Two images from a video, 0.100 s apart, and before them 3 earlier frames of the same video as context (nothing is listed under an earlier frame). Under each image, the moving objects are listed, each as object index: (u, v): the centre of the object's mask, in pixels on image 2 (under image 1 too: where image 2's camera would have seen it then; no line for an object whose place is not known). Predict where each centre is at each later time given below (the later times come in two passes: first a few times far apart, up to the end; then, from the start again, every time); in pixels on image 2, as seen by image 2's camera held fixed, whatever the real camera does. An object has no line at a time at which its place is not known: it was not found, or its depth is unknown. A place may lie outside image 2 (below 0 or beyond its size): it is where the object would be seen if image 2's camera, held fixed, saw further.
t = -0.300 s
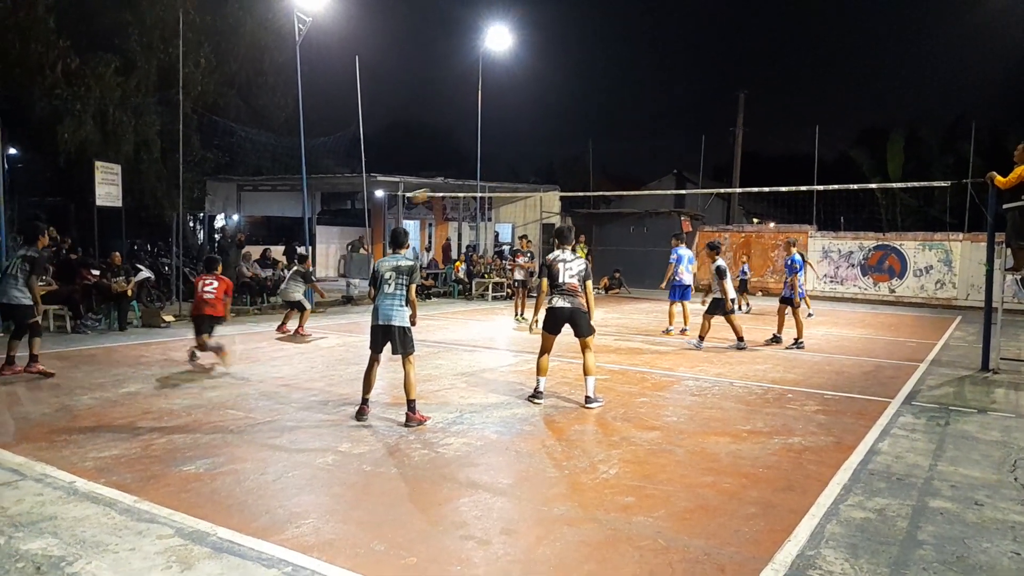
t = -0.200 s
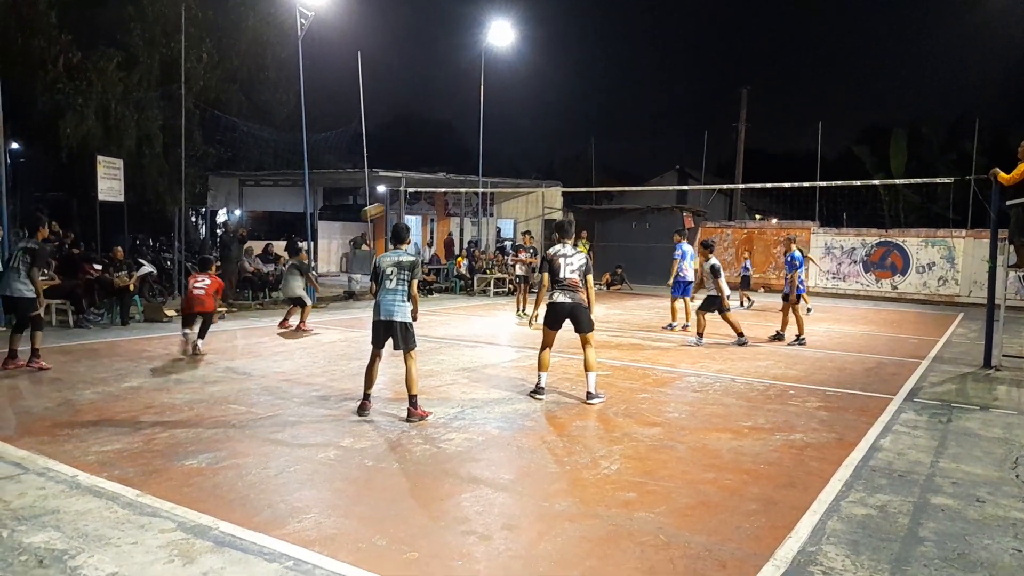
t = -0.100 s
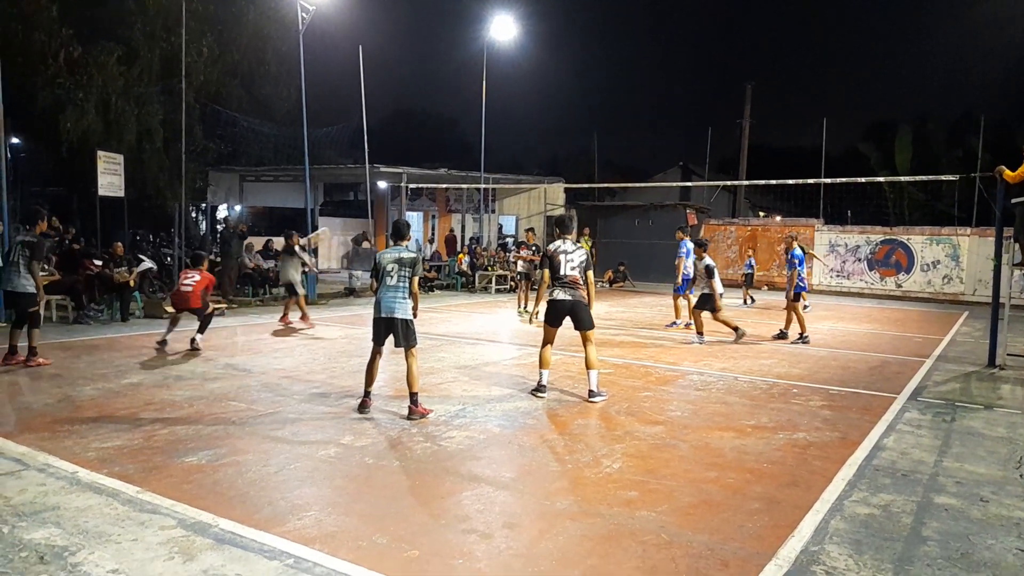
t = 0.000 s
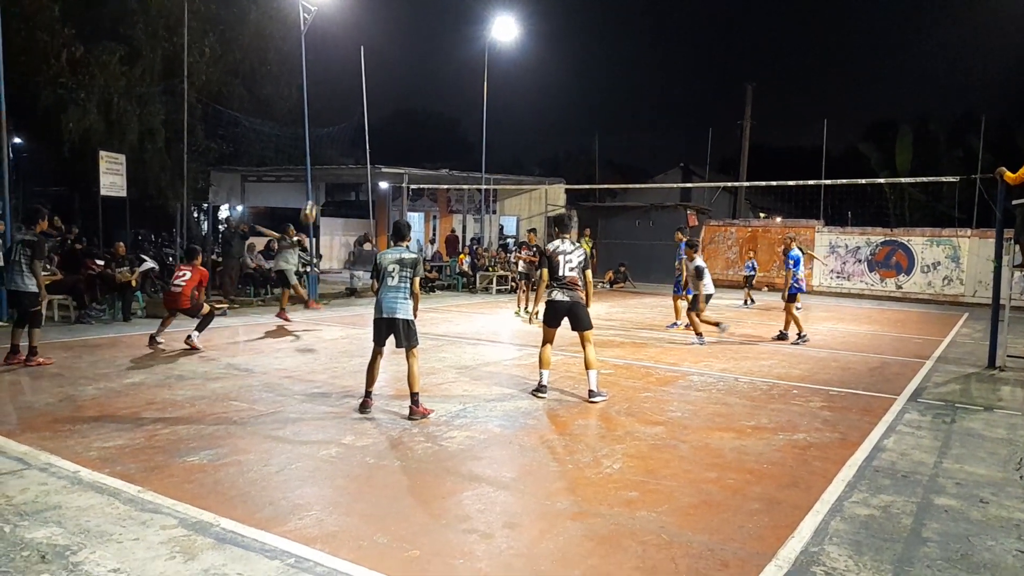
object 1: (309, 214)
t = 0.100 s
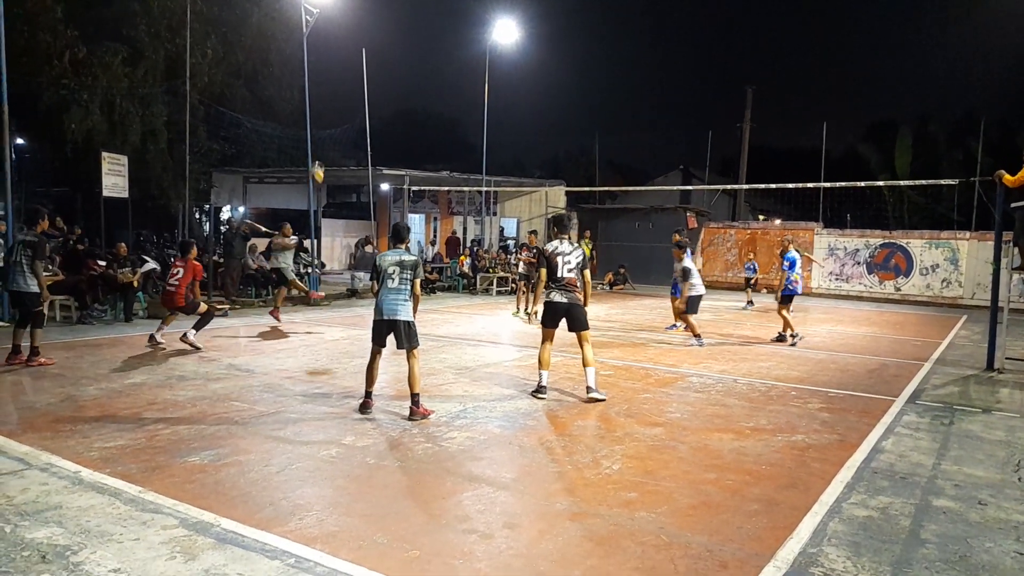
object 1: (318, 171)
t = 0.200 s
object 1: (323, 136)
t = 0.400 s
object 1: (338, 77)
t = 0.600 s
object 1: (352, 47)
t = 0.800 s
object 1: (368, 48)
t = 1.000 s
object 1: (383, 83)
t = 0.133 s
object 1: (319, 160)
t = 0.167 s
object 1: (321, 148)
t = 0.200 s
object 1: (323, 136)
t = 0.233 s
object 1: (325, 125)
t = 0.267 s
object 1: (328, 115)
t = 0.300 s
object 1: (330, 104)
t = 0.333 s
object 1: (332, 96)
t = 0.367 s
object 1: (335, 85)
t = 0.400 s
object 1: (338, 77)
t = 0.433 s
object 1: (339, 70)
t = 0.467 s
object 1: (341, 65)
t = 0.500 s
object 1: (344, 60)
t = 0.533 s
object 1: (347, 54)
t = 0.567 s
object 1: (350, 51)
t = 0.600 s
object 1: (352, 47)
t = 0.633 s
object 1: (354, 45)
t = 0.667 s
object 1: (357, 44)
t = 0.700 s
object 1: (359, 44)
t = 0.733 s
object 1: (363, 44)
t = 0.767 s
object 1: (365, 45)
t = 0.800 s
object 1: (368, 48)
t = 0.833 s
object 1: (370, 51)
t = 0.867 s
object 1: (372, 55)
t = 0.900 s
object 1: (375, 61)
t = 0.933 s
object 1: (377, 68)
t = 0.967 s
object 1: (380, 75)
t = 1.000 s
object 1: (383, 83)
